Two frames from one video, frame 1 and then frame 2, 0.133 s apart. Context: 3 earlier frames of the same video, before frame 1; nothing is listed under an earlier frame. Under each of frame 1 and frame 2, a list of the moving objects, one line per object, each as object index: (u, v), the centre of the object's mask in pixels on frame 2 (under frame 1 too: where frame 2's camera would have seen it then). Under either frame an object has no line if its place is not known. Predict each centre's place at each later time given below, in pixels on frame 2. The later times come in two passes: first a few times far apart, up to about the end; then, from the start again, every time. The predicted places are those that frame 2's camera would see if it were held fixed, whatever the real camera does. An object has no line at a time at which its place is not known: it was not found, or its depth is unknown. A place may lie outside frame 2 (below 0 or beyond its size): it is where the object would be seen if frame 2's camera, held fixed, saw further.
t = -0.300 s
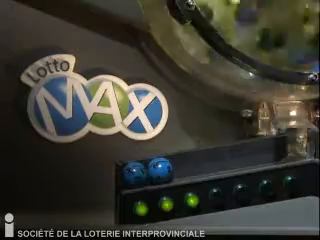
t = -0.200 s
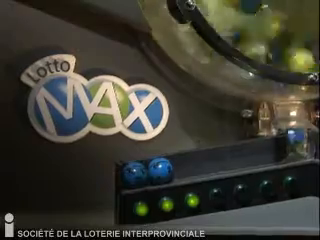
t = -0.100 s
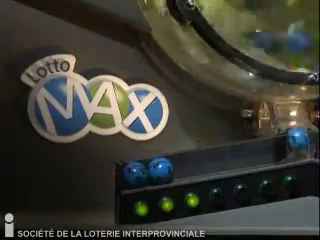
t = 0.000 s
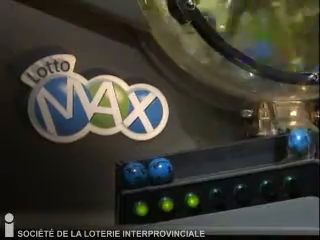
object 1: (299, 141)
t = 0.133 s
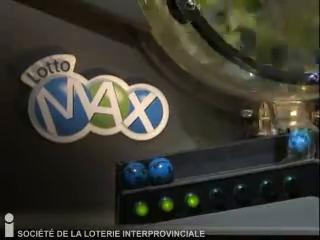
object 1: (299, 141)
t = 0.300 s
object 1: (291, 148)
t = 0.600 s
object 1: (234, 158)
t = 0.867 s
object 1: (203, 163)
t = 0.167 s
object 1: (299, 141)
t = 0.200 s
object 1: (298, 144)
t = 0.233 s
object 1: (296, 145)
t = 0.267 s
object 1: (294, 147)
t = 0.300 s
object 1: (291, 148)
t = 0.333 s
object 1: (284, 148)
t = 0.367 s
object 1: (281, 147)
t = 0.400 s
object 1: (275, 149)
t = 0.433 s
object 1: (271, 150)
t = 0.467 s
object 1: (265, 152)
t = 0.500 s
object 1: (256, 154)
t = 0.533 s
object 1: (249, 155)
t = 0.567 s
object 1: (241, 157)
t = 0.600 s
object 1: (234, 158)
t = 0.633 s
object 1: (223, 160)
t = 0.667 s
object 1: (212, 161)
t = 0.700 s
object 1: (203, 163)
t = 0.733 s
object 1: (191, 165)
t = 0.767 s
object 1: (187, 165)
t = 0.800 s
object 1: (193, 164)
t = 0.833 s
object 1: (201, 163)
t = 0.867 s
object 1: (203, 163)
